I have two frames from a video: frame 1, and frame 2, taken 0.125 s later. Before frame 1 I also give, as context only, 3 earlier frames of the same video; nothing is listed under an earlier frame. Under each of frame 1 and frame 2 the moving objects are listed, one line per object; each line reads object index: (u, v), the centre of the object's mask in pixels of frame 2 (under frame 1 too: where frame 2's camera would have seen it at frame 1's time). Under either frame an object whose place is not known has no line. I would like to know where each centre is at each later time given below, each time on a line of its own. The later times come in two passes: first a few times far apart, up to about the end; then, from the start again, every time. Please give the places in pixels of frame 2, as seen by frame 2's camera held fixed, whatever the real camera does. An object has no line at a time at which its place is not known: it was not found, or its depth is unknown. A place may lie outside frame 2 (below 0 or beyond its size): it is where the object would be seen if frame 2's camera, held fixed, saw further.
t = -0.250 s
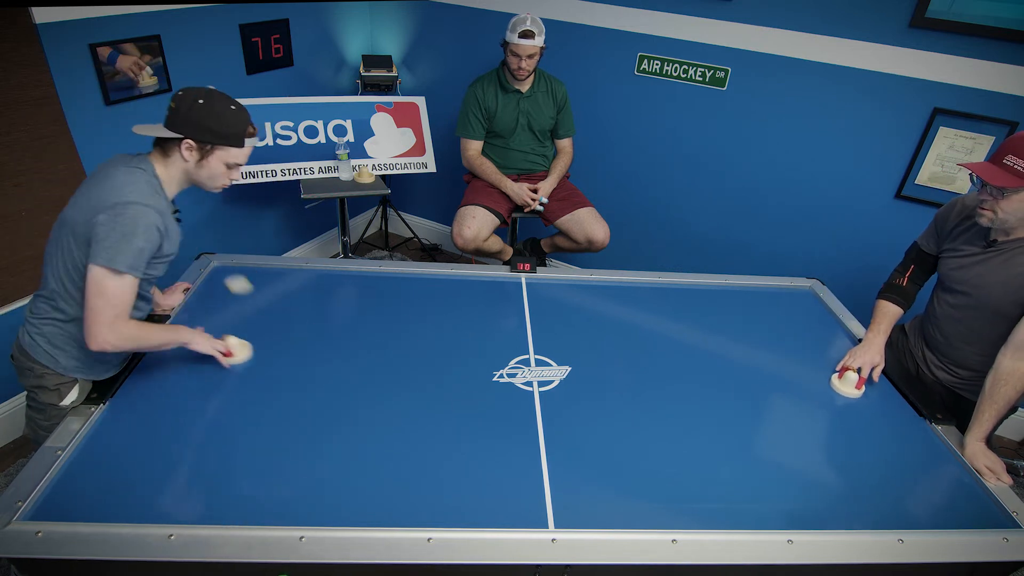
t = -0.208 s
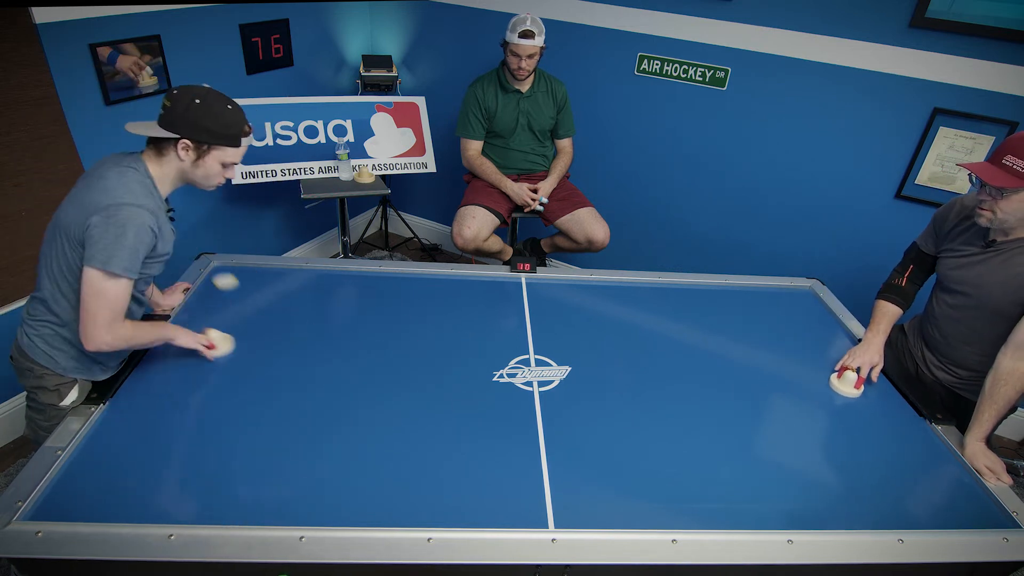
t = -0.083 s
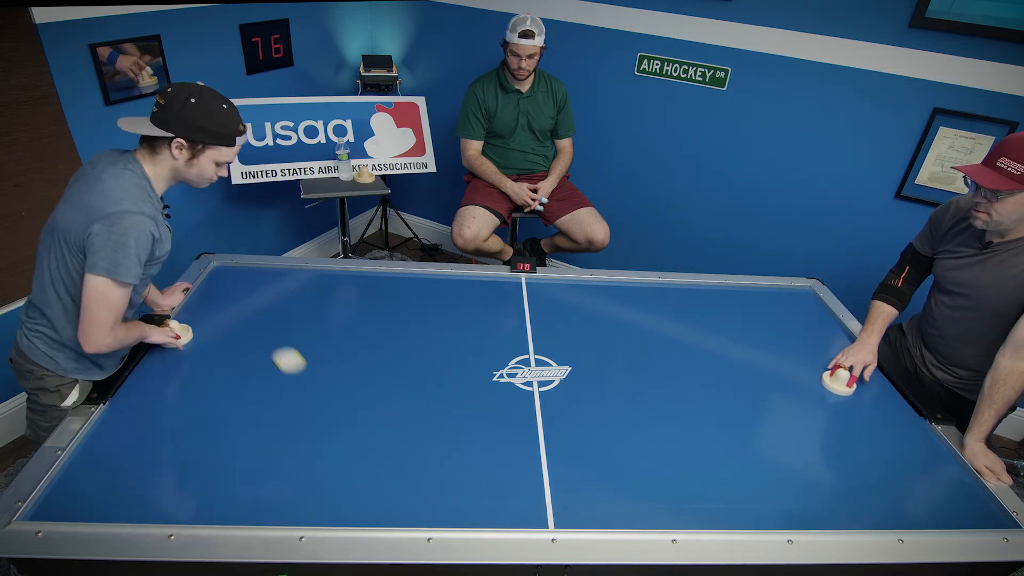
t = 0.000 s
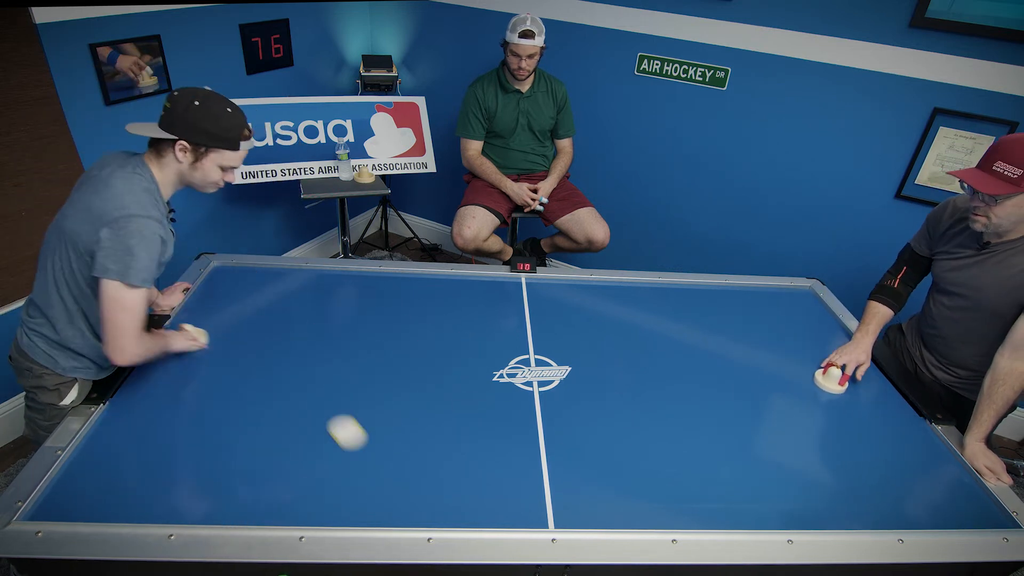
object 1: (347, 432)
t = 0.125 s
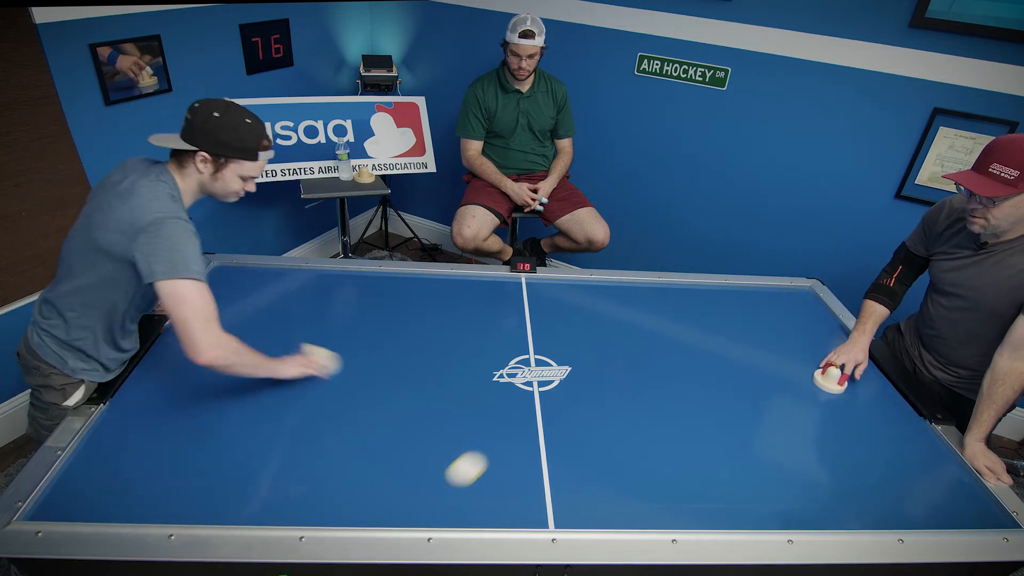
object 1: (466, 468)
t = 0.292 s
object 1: (586, 356)
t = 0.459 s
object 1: (664, 290)
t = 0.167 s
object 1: (502, 435)
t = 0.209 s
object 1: (533, 406)
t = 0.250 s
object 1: (563, 381)
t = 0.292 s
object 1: (586, 356)
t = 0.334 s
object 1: (608, 335)
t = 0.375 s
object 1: (628, 316)
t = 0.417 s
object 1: (646, 299)
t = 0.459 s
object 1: (664, 290)
